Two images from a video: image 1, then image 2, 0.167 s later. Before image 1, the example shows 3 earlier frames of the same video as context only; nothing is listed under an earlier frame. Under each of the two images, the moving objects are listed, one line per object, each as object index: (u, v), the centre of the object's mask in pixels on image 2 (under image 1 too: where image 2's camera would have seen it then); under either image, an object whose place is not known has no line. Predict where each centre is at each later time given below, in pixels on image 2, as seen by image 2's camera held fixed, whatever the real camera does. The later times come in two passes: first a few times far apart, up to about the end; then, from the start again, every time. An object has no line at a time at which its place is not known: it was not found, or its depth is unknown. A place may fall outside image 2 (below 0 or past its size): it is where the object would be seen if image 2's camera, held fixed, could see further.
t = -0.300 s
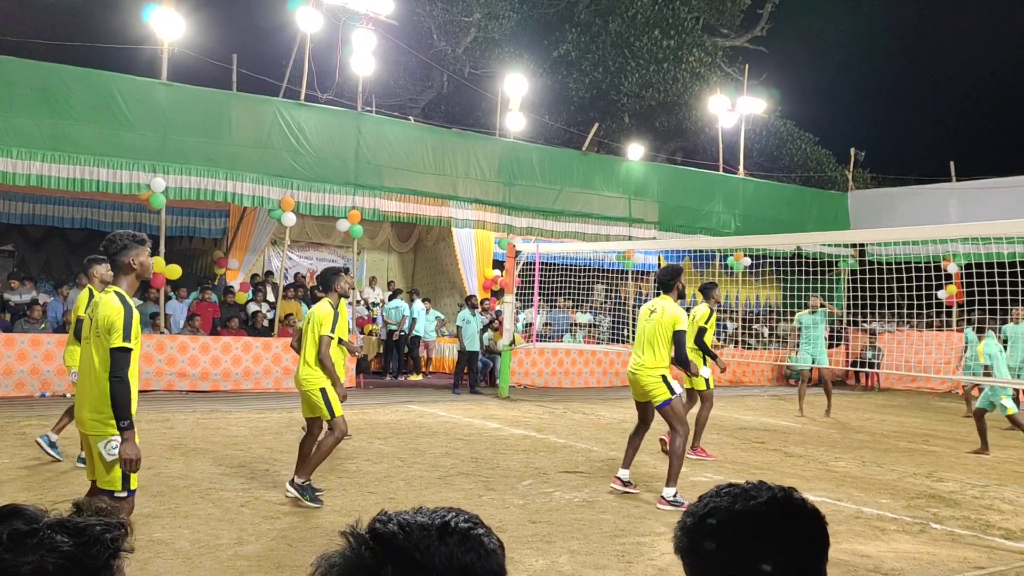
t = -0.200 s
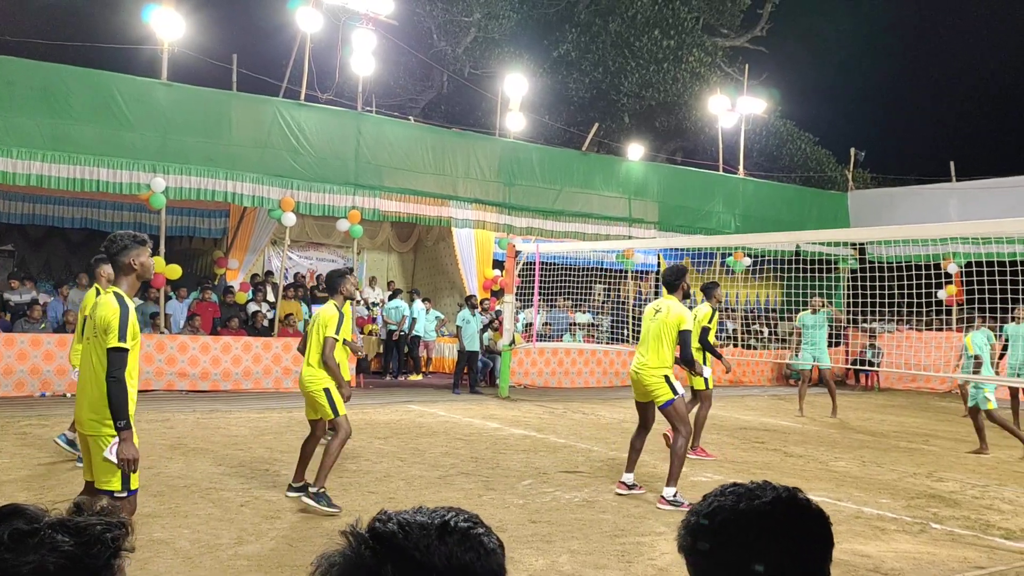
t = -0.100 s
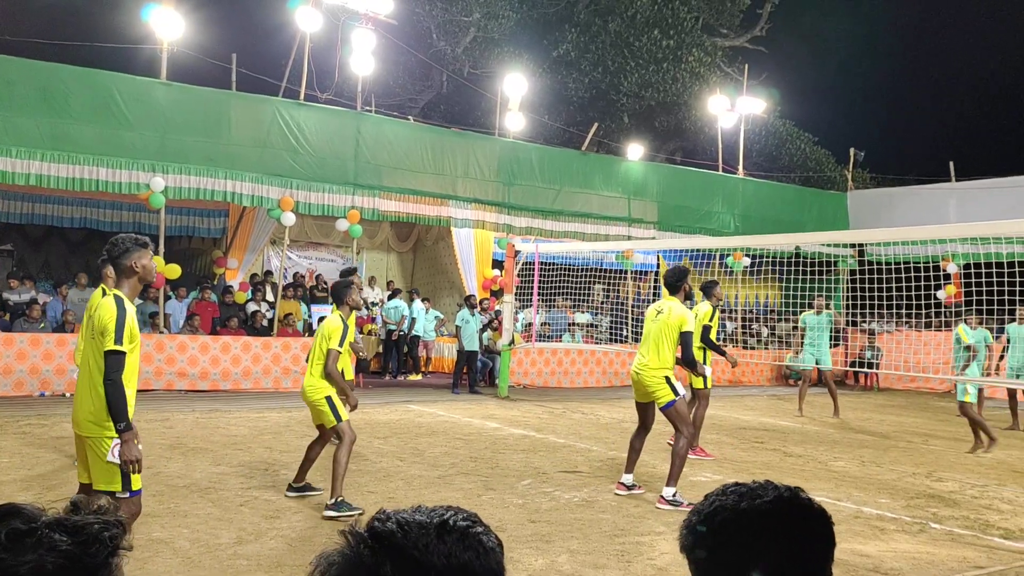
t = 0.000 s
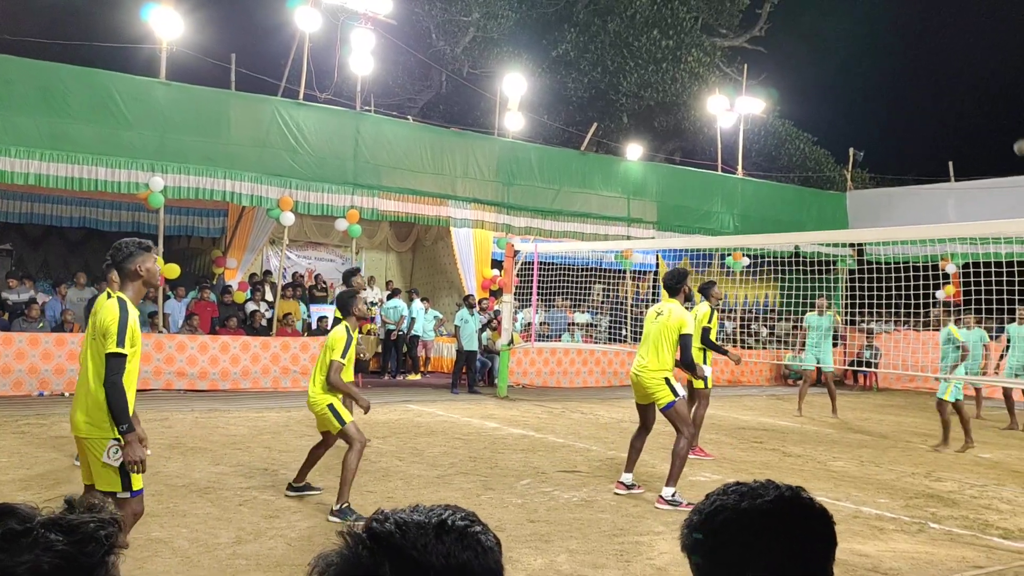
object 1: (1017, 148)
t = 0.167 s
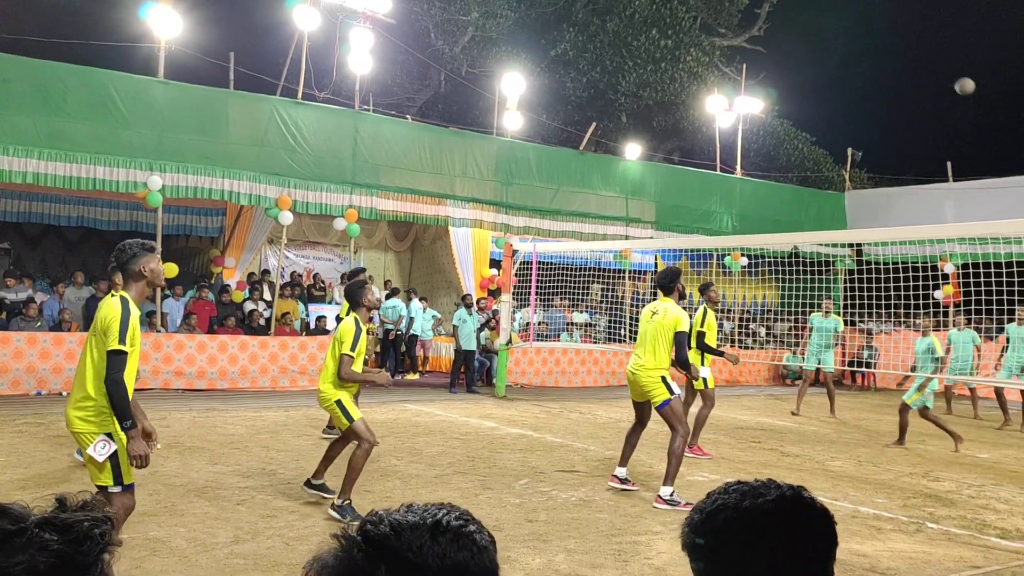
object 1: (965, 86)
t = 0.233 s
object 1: (940, 67)
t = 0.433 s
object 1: (857, 32)
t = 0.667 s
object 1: (736, 44)
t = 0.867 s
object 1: (608, 117)
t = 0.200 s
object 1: (952, 76)
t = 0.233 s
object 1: (940, 67)
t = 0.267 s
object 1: (928, 58)
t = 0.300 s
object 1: (914, 51)
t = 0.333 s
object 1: (900, 44)
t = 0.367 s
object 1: (886, 39)
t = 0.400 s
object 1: (872, 35)
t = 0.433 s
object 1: (857, 32)
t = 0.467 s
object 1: (842, 29)
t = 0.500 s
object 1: (825, 29)
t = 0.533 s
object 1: (809, 29)
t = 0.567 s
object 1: (792, 30)
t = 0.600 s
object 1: (773, 33)
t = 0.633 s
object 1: (755, 37)
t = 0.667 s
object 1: (736, 44)
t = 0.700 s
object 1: (716, 51)
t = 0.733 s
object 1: (695, 60)
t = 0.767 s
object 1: (675, 70)
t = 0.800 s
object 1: (653, 84)
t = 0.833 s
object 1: (630, 100)
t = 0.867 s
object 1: (608, 117)
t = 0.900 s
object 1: (583, 137)
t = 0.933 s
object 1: (557, 160)
